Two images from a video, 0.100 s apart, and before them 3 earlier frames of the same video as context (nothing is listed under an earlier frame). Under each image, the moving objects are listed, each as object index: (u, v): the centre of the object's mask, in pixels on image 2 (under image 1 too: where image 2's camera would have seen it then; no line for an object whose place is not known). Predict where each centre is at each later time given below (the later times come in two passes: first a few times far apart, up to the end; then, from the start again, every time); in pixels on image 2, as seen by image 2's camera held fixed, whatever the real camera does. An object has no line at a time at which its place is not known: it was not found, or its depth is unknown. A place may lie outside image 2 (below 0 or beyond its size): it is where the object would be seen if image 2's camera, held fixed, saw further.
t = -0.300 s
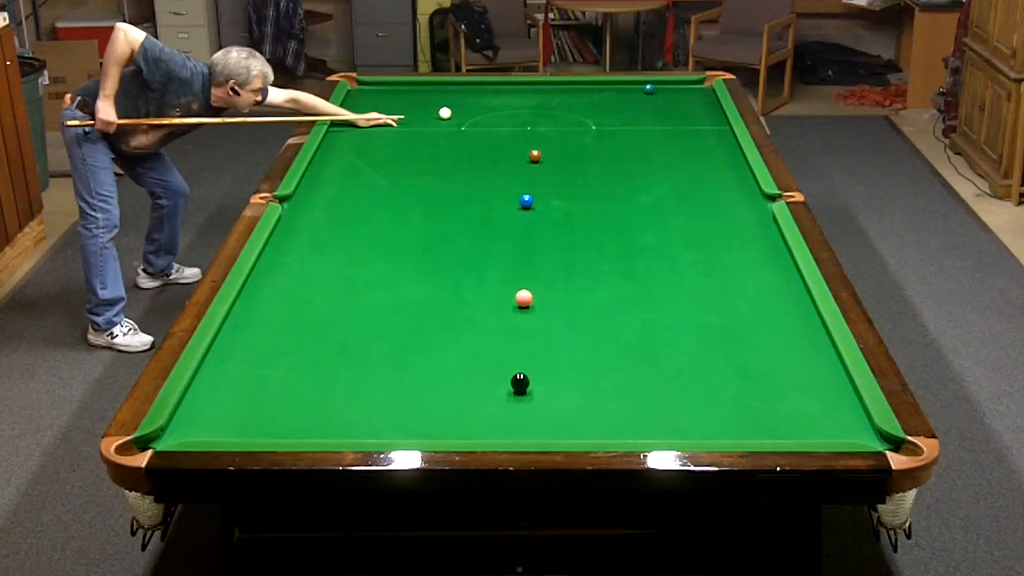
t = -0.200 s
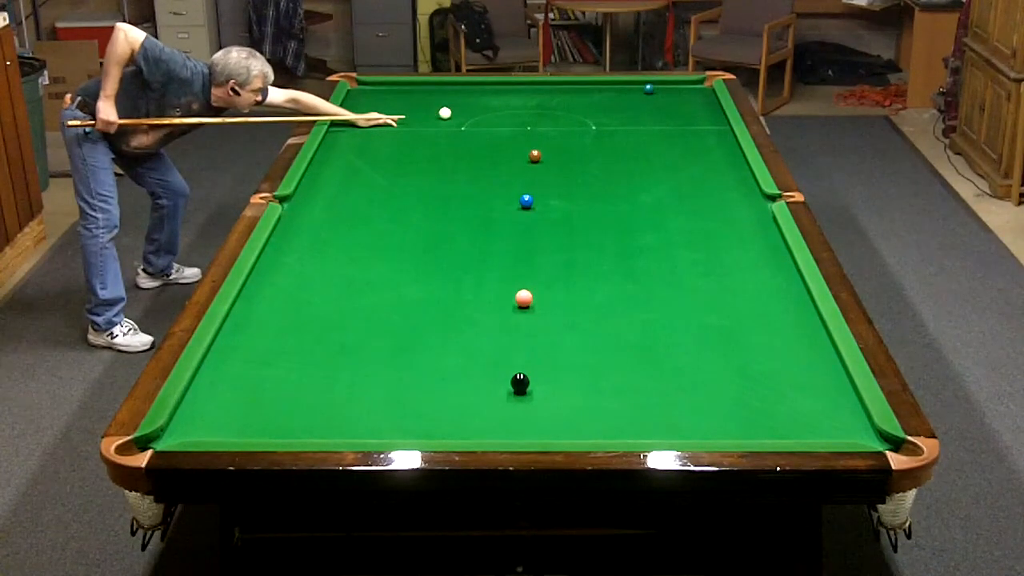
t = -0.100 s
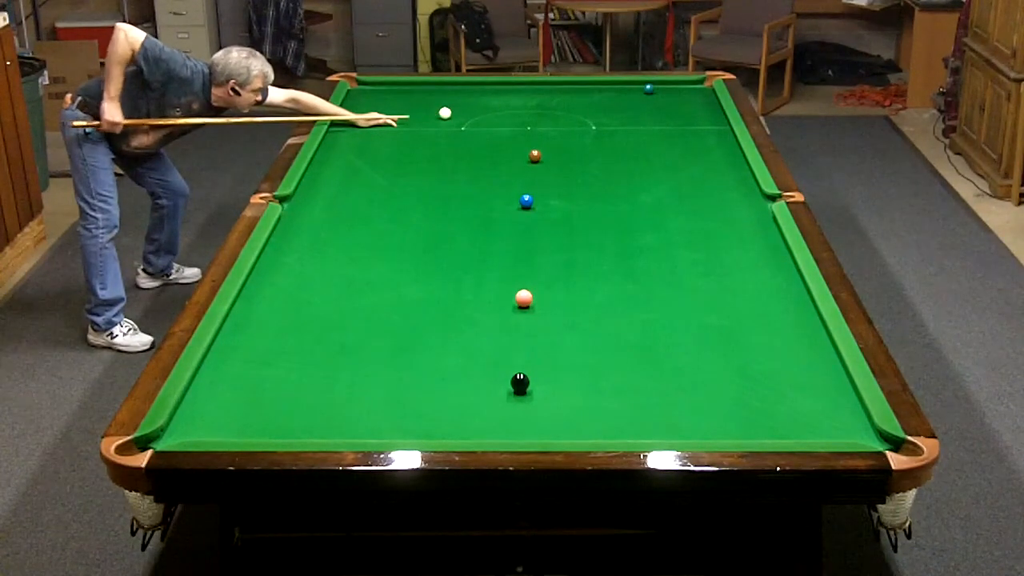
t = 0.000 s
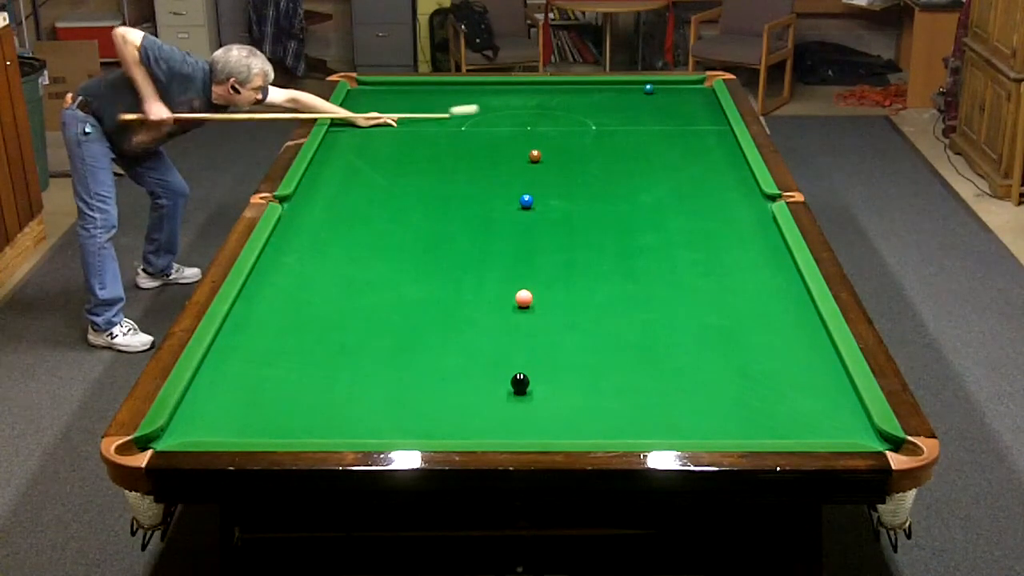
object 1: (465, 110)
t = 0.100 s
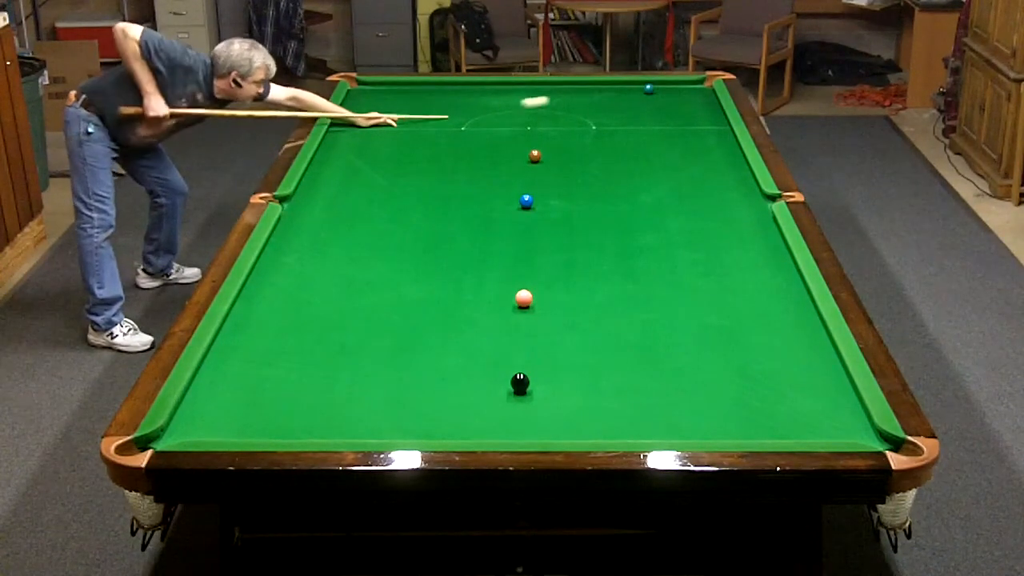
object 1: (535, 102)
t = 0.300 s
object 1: (640, 90)
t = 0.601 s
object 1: (629, 95)
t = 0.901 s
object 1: (610, 100)
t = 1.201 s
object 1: (592, 105)
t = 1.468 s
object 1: (577, 109)
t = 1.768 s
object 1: (561, 113)
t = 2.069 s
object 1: (546, 117)
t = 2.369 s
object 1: (533, 121)
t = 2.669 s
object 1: (521, 124)
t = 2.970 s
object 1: (510, 128)
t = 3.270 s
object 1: (501, 130)
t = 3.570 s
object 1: (493, 133)
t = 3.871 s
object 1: (486, 135)
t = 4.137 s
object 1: (481, 136)
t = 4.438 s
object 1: (477, 138)
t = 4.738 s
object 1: (474, 139)
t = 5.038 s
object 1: (472, 139)
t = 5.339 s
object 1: (472, 139)
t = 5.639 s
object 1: (472, 139)
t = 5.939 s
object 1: (472, 139)
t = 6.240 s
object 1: (472, 139)
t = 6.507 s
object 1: (472, 139)
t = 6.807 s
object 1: (472, 139)
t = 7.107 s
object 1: (472, 140)
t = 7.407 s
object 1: (472, 140)
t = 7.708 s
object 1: (472, 140)
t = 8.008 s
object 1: (472, 140)
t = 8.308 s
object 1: (472, 140)
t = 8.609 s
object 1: (472, 140)
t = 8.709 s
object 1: (472, 140)
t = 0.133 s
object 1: (557, 99)
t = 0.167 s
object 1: (578, 97)
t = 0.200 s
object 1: (599, 94)
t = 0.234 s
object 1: (619, 92)
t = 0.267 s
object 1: (636, 90)
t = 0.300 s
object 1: (640, 90)
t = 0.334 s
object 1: (641, 91)
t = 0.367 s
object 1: (641, 91)
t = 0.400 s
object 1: (640, 92)
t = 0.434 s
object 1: (639, 92)
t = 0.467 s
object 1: (638, 93)
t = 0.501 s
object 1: (635, 93)
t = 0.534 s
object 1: (633, 94)
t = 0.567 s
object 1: (631, 94)
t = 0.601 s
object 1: (629, 95)
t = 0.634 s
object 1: (627, 95)
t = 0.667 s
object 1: (625, 96)
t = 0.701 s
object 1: (623, 96)
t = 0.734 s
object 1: (620, 97)
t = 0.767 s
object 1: (618, 98)
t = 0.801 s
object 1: (616, 98)
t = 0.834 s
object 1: (614, 99)
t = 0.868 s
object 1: (612, 99)
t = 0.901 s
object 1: (610, 100)
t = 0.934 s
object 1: (608, 100)
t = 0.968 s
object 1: (606, 101)
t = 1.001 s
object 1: (604, 102)
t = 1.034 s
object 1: (602, 102)
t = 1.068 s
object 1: (600, 103)
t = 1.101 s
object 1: (598, 103)
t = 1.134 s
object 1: (596, 104)
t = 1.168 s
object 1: (594, 104)
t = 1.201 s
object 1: (592, 105)
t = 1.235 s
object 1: (590, 105)
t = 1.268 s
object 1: (588, 106)
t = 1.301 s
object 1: (586, 106)
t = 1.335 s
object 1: (584, 107)
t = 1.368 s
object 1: (582, 107)
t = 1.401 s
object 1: (580, 108)
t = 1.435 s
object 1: (578, 109)
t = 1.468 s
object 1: (577, 109)
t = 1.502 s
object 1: (575, 109)
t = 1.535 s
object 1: (573, 110)
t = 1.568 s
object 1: (571, 110)
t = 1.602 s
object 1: (569, 111)
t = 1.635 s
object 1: (568, 111)
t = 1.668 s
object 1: (566, 112)
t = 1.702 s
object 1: (564, 112)
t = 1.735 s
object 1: (562, 113)
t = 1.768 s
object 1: (561, 113)
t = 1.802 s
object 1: (559, 114)
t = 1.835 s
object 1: (557, 114)
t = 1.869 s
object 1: (556, 115)
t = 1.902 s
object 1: (554, 115)
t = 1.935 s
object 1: (552, 115)
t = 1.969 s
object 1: (551, 116)
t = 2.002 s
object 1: (549, 116)
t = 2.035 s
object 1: (548, 117)
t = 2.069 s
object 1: (546, 117)
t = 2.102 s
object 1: (545, 118)
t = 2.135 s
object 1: (543, 118)
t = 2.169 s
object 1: (541, 118)
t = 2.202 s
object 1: (540, 119)
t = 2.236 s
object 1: (538, 119)
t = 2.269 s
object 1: (537, 120)
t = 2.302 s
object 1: (536, 120)
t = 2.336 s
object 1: (534, 121)
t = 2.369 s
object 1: (533, 121)
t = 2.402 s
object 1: (531, 121)
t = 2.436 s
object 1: (530, 122)
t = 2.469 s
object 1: (529, 122)
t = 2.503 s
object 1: (527, 122)
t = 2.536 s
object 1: (526, 123)
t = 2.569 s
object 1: (525, 123)
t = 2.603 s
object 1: (523, 124)
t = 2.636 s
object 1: (522, 124)
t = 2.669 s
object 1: (521, 124)
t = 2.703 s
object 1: (520, 125)
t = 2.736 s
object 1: (518, 125)
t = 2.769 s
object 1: (517, 125)
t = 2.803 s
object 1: (516, 126)
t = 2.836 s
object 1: (515, 126)
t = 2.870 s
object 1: (514, 127)
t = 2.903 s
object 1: (512, 127)
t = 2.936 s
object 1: (511, 127)
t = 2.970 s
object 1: (510, 128)
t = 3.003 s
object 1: (509, 128)
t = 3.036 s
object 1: (508, 128)
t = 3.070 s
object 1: (507, 129)
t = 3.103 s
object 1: (506, 129)
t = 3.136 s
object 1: (505, 129)
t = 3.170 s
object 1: (504, 129)
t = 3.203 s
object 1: (503, 130)
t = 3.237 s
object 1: (502, 130)
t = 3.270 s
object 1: (501, 130)
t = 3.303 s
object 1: (500, 131)
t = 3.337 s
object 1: (499, 131)
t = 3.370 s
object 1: (498, 131)
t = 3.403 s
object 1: (497, 131)
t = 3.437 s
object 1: (496, 132)
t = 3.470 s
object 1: (495, 132)
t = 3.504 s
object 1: (495, 132)
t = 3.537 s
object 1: (494, 133)
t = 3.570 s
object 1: (493, 133)
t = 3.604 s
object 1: (492, 133)
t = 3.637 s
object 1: (491, 134)
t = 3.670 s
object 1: (490, 134)
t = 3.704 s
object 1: (490, 134)
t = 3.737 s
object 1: (489, 134)
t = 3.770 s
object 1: (488, 134)
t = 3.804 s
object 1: (487, 135)
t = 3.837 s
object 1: (487, 135)
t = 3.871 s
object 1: (486, 135)
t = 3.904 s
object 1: (485, 135)
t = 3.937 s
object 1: (485, 135)
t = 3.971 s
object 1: (484, 136)
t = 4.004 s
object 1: (484, 136)
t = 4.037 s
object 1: (483, 136)
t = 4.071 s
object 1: (482, 136)
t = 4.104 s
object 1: (482, 136)
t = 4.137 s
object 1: (481, 136)
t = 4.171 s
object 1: (480, 137)
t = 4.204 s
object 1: (480, 137)
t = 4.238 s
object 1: (479, 137)
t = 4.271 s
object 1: (479, 137)
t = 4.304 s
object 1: (478, 137)
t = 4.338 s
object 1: (478, 137)
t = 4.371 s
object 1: (478, 138)
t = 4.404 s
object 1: (477, 138)
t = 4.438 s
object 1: (477, 138)
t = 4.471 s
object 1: (476, 138)
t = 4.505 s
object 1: (476, 138)
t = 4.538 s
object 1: (476, 138)
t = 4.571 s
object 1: (475, 138)
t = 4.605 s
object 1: (475, 138)
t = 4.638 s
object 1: (475, 139)
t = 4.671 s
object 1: (474, 139)
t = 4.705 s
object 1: (474, 139)
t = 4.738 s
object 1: (474, 139)
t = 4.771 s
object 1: (474, 139)
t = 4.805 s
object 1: (473, 139)
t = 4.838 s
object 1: (473, 139)
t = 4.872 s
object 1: (473, 139)
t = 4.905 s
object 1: (473, 139)
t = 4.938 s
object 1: (473, 139)
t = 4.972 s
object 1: (472, 139)
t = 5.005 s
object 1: (472, 139)
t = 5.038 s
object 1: (472, 139)
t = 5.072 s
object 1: (472, 139)
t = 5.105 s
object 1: (472, 140)
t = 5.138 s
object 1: (472, 140)
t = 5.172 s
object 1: (472, 139)
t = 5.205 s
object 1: (472, 139)
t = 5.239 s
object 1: (472, 139)
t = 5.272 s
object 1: (472, 139)
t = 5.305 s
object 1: (472, 139)
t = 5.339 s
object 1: (472, 139)
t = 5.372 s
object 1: (472, 139)
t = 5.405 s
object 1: (472, 139)
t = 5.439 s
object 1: (472, 139)
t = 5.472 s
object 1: (472, 139)
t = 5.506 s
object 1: (472, 139)
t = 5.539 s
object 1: (472, 139)
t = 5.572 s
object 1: (472, 139)
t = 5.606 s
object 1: (472, 139)
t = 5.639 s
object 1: (472, 139)
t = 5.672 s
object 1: (472, 139)
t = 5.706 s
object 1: (472, 139)
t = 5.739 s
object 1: (472, 139)
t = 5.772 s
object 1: (472, 139)
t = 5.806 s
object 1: (472, 139)
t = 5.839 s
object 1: (472, 139)
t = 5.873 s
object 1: (472, 139)
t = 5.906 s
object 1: (472, 139)
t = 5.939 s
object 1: (472, 139)
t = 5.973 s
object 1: (472, 139)
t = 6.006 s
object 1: (472, 139)
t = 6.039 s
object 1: (472, 139)
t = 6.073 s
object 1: (472, 139)
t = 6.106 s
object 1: (472, 139)
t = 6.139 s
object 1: (472, 139)
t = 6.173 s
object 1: (472, 139)
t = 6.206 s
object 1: (472, 139)
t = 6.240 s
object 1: (472, 139)
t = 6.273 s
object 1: (472, 139)
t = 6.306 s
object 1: (472, 139)
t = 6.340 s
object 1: (472, 139)
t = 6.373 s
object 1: (472, 139)
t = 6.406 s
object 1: (472, 139)
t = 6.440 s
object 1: (472, 139)
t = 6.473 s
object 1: (472, 139)
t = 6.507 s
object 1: (472, 139)
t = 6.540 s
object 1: (472, 139)
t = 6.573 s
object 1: (472, 139)
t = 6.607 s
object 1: (472, 139)
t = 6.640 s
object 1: (472, 139)
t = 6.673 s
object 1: (472, 139)
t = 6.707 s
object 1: (472, 139)
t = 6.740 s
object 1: (472, 139)
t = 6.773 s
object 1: (472, 139)
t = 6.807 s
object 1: (472, 139)
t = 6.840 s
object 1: (472, 139)
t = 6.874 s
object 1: (472, 139)
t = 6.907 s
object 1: (472, 139)
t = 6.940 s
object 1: (472, 139)
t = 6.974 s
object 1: (472, 139)
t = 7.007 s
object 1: (472, 139)
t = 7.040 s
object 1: (472, 139)
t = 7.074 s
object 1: (472, 139)
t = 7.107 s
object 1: (472, 140)
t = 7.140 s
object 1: (472, 140)
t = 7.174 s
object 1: (472, 140)
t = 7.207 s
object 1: (472, 139)
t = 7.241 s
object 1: (472, 140)
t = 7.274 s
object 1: (472, 140)
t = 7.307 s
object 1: (472, 140)
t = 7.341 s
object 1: (472, 140)
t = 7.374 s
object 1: (472, 140)
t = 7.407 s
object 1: (472, 140)
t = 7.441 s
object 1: (472, 140)
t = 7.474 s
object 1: (472, 140)
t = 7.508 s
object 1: (472, 140)
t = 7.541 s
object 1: (472, 140)
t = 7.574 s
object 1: (472, 140)
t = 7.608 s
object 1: (472, 140)
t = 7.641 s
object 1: (472, 140)
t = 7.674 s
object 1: (472, 140)
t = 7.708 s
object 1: (472, 140)
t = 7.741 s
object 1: (472, 140)
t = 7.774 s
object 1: (472, 140)
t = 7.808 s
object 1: (472, 140)
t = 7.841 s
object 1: (472, 140)
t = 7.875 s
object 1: (472, 140)
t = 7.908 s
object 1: (472, 140)
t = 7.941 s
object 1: (472, 140)
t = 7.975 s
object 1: (472, 140)
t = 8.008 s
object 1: (472, 140)
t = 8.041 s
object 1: (472, 140)
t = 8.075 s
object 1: (472, 140)
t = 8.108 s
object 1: (472, 140)
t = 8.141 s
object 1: (472, 140)
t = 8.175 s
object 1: (472, 140)
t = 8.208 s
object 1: (472, 140)
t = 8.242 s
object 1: (472, 140)
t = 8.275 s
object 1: (472, 140)
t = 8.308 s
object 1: (472, 140)
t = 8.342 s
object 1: (472, 140)
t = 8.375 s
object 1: (472, 140)
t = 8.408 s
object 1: (472, 140)
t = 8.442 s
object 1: (472, 140)
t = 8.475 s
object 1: (472, 140)
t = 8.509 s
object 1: (472, 140)
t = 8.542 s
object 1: (472, 140)
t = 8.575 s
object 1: (472, 140)
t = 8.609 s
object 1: (472, 140)
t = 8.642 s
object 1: (472, 140)
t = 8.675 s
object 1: (472, 140)
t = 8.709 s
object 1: (472, 140)
